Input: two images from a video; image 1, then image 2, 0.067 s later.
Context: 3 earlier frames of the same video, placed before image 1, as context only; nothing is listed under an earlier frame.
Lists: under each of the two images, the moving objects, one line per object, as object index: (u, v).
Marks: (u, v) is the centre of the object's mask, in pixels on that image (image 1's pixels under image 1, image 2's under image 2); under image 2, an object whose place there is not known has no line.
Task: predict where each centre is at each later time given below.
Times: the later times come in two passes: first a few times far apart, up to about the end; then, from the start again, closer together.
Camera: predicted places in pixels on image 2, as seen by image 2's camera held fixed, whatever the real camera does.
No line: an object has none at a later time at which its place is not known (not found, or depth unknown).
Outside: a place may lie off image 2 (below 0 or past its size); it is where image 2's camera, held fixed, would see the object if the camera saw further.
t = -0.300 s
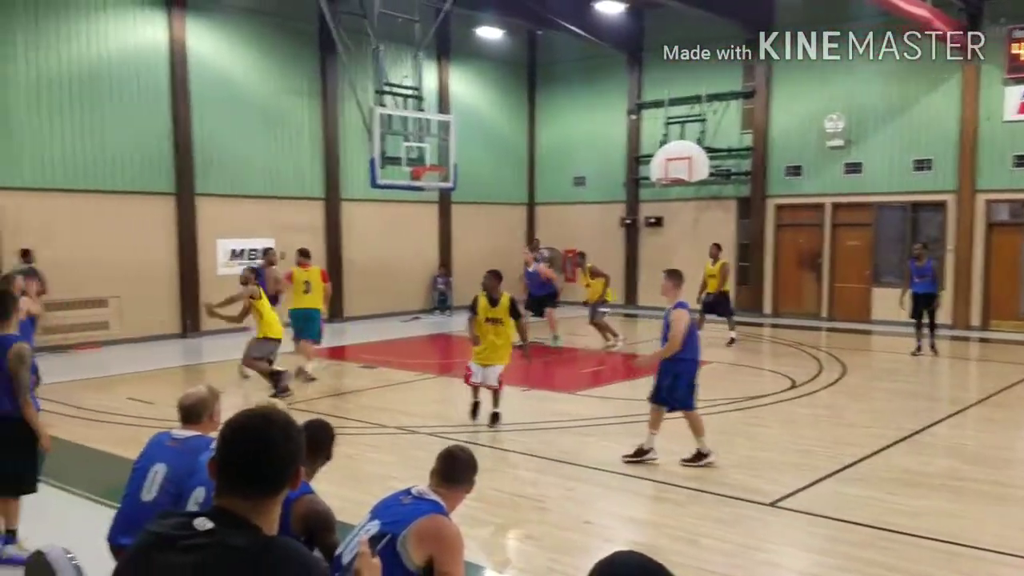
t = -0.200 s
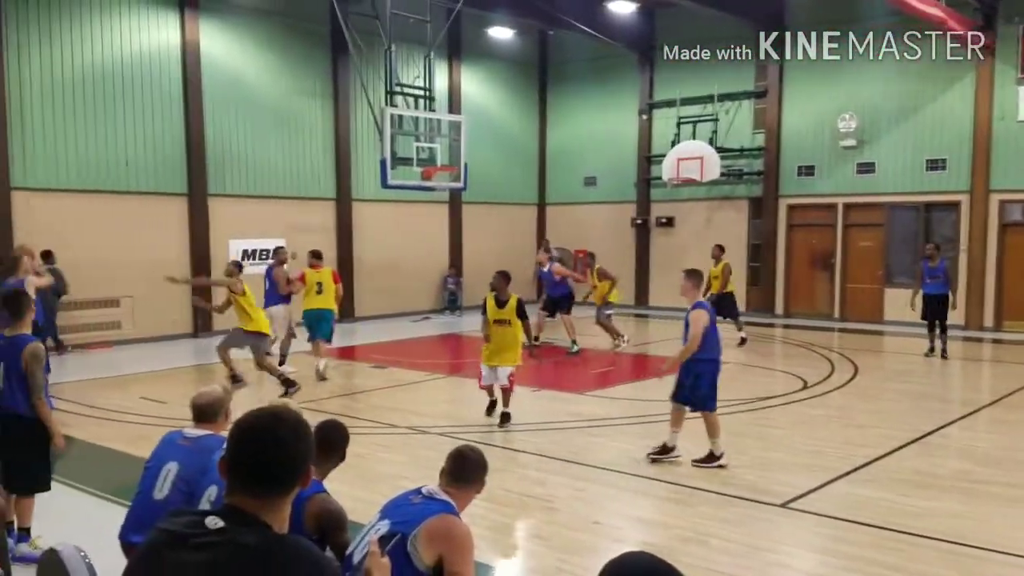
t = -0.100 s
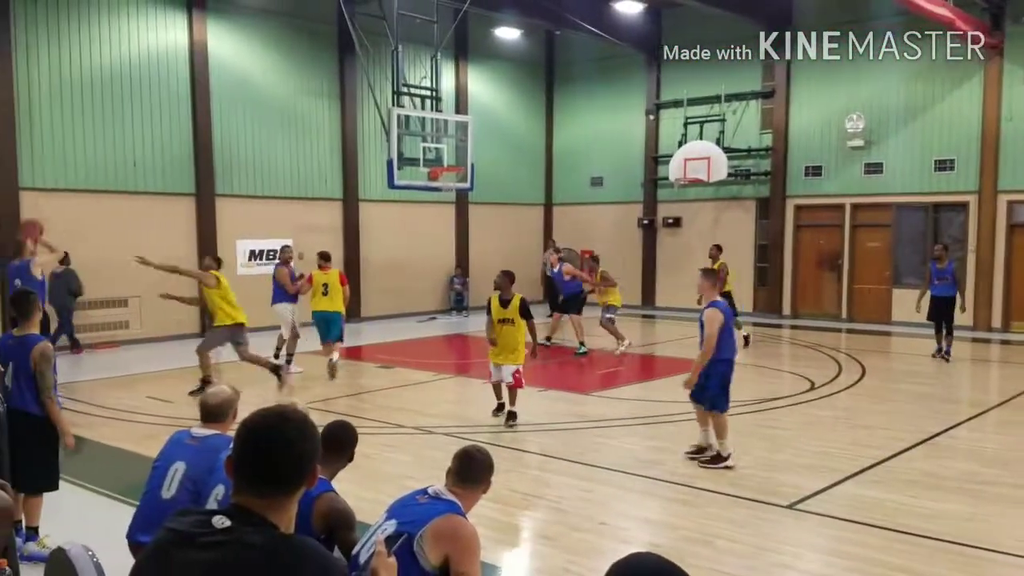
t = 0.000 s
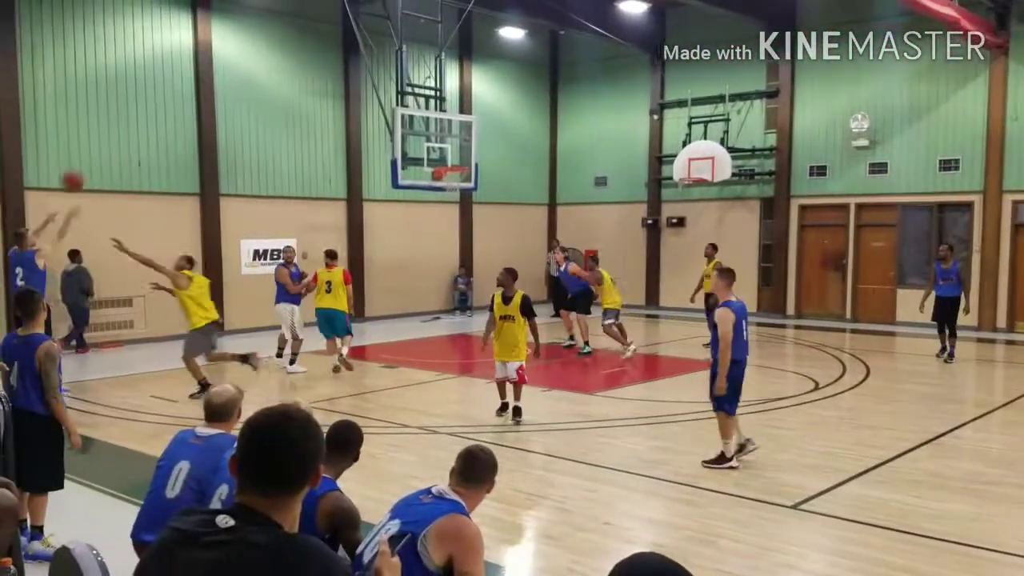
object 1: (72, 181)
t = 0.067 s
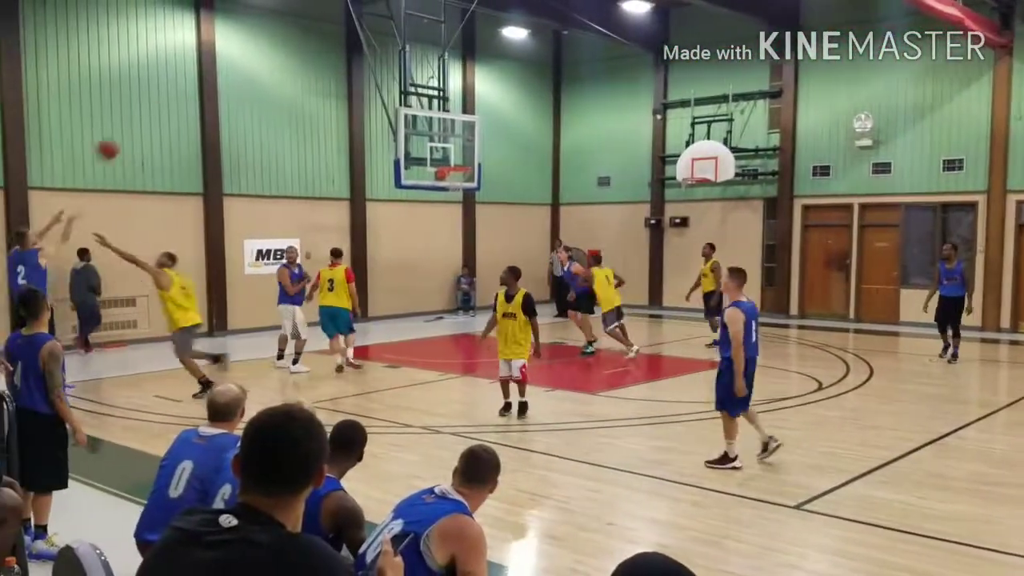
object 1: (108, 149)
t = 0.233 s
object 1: (179, 92)
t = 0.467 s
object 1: (267, 57)
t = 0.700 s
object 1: (344, 64)
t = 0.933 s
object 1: (409, 106)
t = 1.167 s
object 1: (464, 172)
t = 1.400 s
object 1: (465, 184)
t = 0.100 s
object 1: (123, 136)
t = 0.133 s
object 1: (137, 123)
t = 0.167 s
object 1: (151, 111)
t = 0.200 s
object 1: (165, 101)
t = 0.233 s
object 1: (179, 92)
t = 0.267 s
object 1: (193, 84)
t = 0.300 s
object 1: (205, 77)
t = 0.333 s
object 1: (217, 72)
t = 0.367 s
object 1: (230, 66)
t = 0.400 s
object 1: (243, 62)
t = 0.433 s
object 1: (255, 59)
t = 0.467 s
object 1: (267, 57)
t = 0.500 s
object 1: (278, 56)
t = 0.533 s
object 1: (290, 55)
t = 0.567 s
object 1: (301, 55)
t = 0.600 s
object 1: (311, 56)
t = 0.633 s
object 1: (322, 59)
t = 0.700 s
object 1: (344, 64)
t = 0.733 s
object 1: (353, 67)
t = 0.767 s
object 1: (363, 71)
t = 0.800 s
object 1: (373, 78)
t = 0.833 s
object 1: (381, 84)
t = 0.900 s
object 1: (401, 99)
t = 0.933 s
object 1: (409, 106)
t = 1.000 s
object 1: (426, 122)
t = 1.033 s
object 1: (434, 134)
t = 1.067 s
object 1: (441, 142)
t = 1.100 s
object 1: (451, 152)
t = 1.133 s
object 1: (456, 161)
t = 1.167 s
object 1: (464, 172)
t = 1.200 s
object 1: (468, 177)
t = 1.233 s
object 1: (468, 178)
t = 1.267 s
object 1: (467, 178)
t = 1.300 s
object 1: (466, 179)
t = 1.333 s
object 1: (466, 180)
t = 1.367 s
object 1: (466, 181)
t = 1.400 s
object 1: (465, 184)
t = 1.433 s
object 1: (464, 191)
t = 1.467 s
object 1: (463, 196)
